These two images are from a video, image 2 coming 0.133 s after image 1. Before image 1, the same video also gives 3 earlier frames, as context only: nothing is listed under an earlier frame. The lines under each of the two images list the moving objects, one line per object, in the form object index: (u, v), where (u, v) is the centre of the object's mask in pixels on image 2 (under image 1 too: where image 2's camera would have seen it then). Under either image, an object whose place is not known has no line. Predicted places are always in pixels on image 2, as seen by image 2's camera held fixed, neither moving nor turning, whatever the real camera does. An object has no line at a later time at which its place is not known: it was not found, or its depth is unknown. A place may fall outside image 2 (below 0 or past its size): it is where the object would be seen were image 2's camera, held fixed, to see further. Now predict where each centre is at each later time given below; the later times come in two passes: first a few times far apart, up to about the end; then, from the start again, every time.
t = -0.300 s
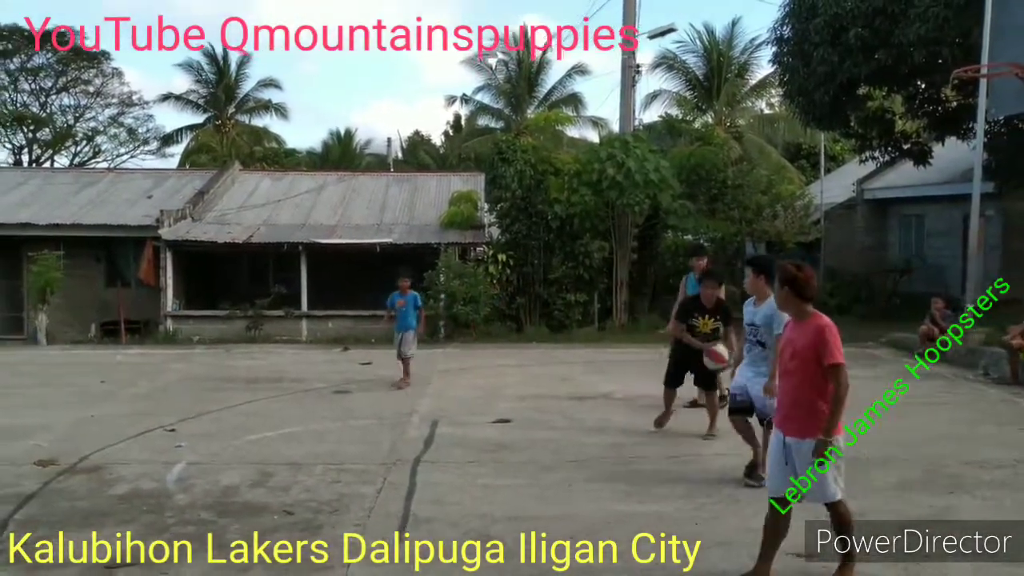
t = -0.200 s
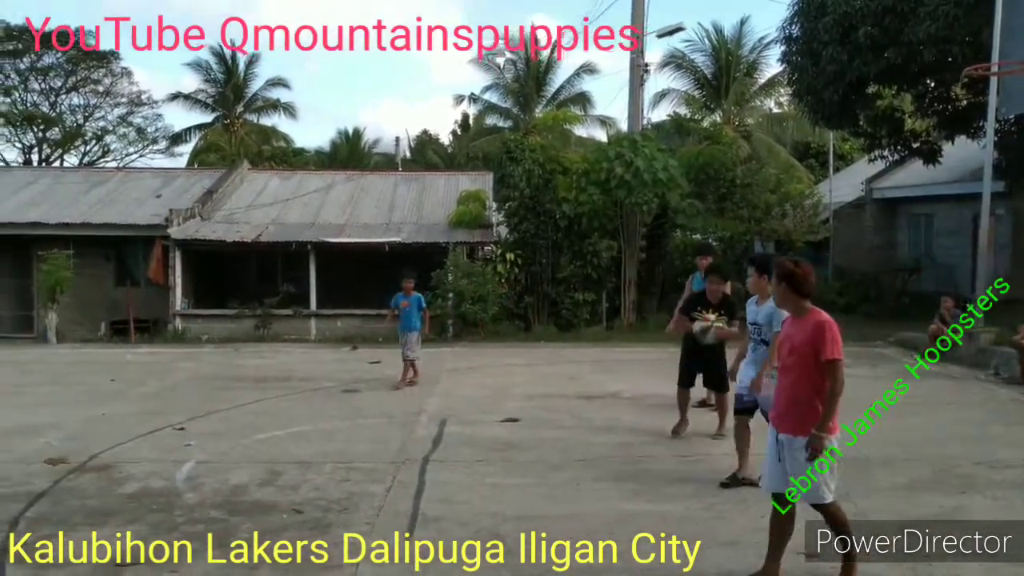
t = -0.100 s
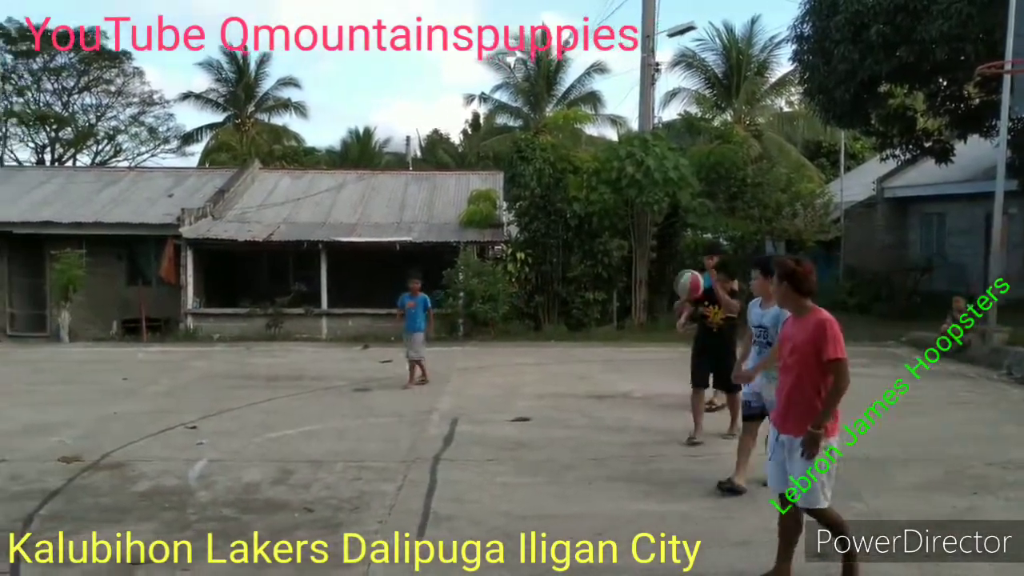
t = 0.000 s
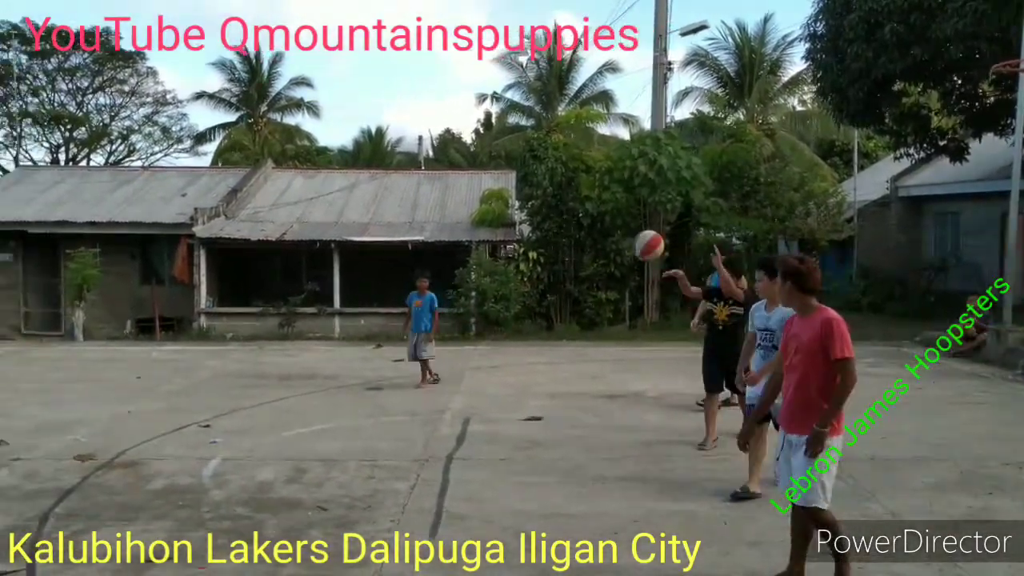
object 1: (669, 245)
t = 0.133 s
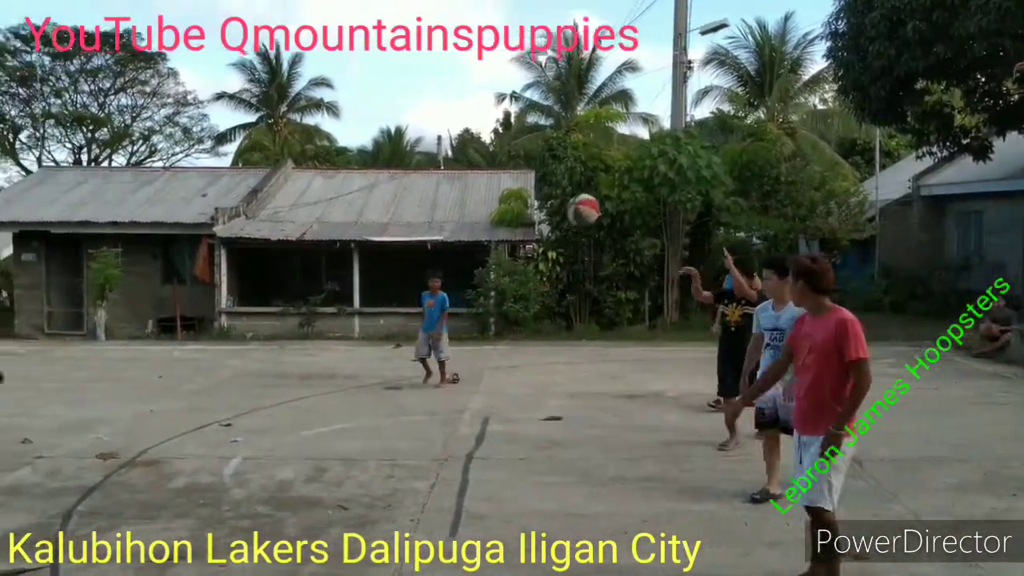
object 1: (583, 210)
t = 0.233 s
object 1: (518, 198)
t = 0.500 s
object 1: (317, 234)
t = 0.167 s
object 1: (561, 204)
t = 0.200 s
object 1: (539, 201)
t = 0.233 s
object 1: (518, 198)
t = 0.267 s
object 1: (493, 197)
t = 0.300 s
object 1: (469, 198)
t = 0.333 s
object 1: (445, 199)
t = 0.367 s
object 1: (420, 203)
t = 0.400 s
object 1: (395, 208)
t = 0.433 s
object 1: (370, 214)
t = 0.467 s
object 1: (344, 224)
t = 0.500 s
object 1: (317, 234)
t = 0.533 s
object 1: (289, 248)
